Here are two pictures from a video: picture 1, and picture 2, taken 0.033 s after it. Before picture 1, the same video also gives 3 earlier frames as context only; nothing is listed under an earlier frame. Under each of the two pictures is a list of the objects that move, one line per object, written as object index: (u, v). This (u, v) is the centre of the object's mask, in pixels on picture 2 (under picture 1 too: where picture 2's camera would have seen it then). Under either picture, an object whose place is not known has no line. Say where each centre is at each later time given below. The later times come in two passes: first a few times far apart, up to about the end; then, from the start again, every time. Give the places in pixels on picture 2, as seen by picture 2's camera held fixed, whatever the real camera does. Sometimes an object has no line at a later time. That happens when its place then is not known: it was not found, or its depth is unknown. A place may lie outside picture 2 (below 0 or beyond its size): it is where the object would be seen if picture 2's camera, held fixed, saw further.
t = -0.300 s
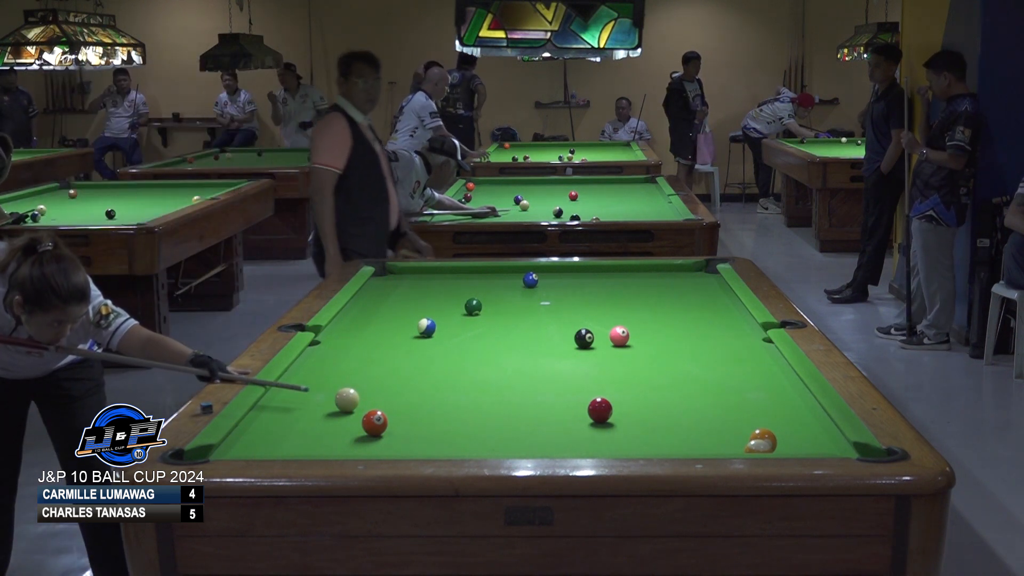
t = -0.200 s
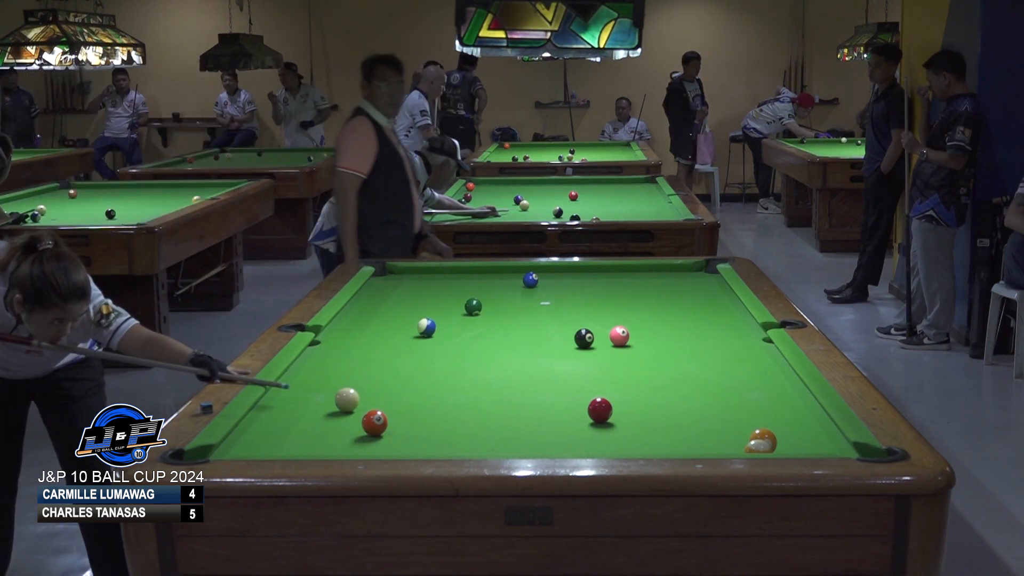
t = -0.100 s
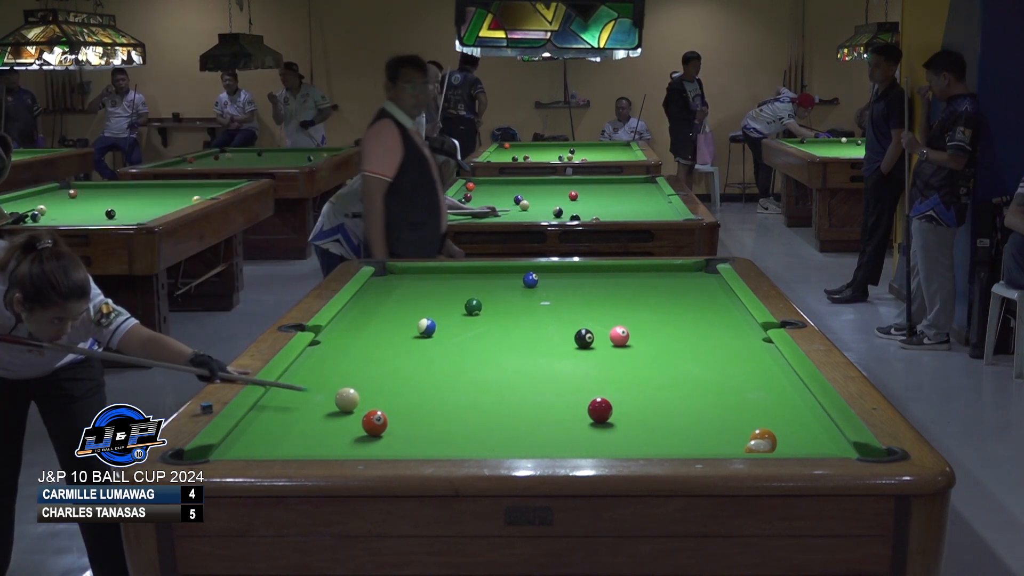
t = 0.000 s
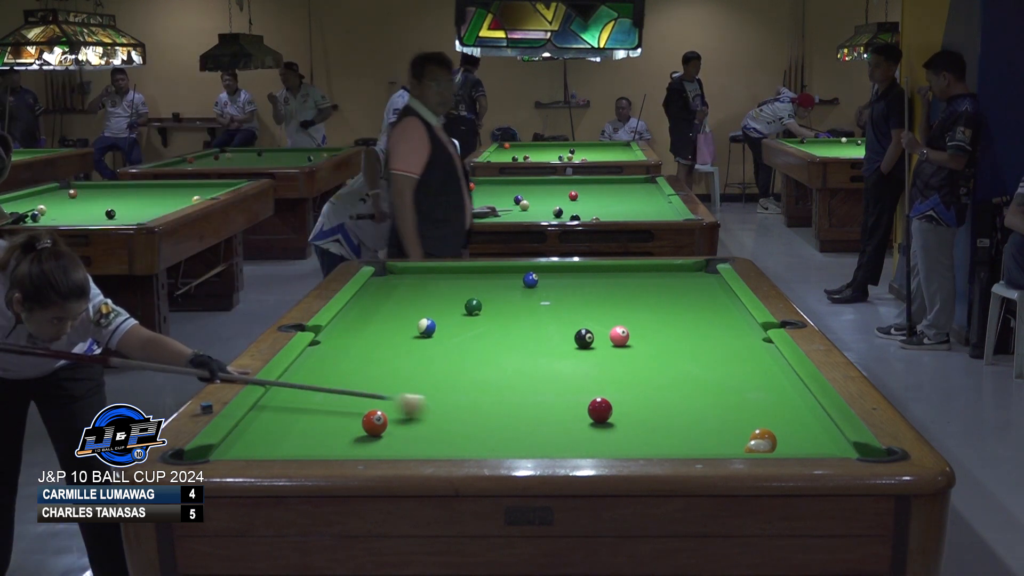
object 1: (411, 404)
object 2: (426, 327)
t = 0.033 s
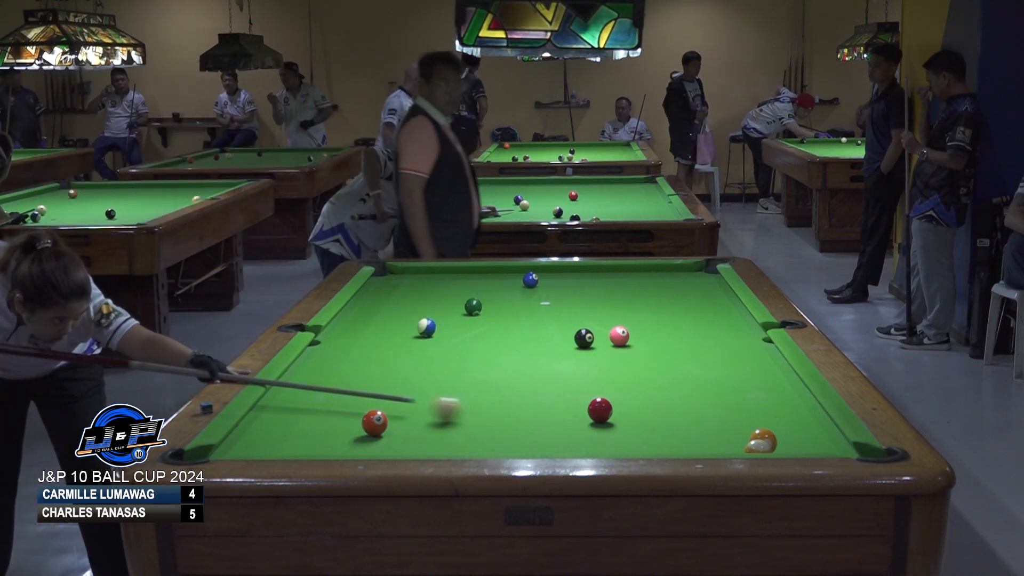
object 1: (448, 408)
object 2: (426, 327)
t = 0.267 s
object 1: (700, 433)
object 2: (426, 327)
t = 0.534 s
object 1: (807, 427)
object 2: (426, 327)
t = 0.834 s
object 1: (764, 413)
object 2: (427, 327)
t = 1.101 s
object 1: (712, 400)
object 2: (426, 327)
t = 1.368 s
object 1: (666, 389)
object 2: (426, 327)
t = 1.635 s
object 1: (626, 379)
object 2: (426, 327)
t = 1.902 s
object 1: (589, 370)
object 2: (426, 327)
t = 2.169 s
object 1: (557, 362)
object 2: (426, 327)
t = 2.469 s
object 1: (524, 353)
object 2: (426, 327)
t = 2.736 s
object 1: (498, 347)
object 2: (426, 327)
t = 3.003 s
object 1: (474, 341)
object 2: (426, 327)
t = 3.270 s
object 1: (453, 336)
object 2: (426, 327)
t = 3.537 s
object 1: (434, 331)
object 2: (423, 325)
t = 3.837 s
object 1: (421, 331)
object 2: (423, 319)
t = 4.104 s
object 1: (412, 330)
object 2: (419, 319)
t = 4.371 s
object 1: (404, 330)
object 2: (415, 318)
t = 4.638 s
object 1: (398, 330)
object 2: (411, 317)
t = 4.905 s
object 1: (394, 330)
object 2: (408, 316)
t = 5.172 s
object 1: (392, 330)
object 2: (406, 315)
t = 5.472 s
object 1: (392, 330)
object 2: (404, 313)
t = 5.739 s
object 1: (392, 330)
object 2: (403, 312)
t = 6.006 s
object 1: (392, 330)
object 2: (402, 312)
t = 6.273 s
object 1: (392, 330)
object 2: (400, 311)
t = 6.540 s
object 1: (392, 330)
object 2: (400, 310)
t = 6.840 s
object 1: (392, 330)
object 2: (400, 310)
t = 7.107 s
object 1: (392, 330)
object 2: (400, 310)
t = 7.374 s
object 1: (392, 330)
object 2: (399, 312)
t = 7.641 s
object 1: (392, 330)
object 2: (399, 312)
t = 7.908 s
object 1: (392, 330)
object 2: (399, 312)
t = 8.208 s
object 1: (392, 330)
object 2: (399, 312)
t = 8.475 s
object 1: (392, 330)
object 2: (399, 312)
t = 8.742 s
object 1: (392, 330)
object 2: (399, 312)
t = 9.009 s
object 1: (392, 330)
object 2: (399, 312)
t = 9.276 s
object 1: (392, 330)
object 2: (399, 312)
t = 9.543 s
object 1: (392, 330)
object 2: (399, 312)
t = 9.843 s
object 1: (392, 330)
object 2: (399, 312)
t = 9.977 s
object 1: (392, 330)
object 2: (399, 312)
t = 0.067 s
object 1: (483, 411)
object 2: (426, 327)
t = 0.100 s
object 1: (518, 415)
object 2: (426, 327)
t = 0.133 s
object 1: (552, 419)
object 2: (426, 327)
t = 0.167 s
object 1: (589, 422)
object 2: (426, 327)
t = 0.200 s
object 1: (625, 426)
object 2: (426, 327)
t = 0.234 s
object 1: (662, 429)
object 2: (426, 327)
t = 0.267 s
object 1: (700, 433)
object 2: (426, 327)
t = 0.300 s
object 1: (737, 437)
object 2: (426, 327)
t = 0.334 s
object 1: (744, 434)
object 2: (426, 327)
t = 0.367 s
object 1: (752, 431)
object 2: (426, 327)
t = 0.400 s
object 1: (762, 430)
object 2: (426, 327)
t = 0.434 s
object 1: (771, 430)
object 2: (426, 327)
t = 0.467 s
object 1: (782, 429)
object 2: (426, 327)
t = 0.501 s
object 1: (794, 428)
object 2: (426, 327)
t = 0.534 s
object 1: (807, 427)
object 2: (426, 327)
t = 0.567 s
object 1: (820, 427)
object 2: (427, 327)
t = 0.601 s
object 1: (818, 425)
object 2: (427, 327)
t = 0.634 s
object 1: (807, 423)
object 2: (427, 327)
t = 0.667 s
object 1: (799, 421)
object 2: (427, 327)
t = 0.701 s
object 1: (791, 420)
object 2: (427, 327)
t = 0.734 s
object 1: (784, 418)
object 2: (427, 327)
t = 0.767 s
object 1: (777, 416)
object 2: (427, 327)
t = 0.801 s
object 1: (770, 414)
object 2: (427, 327)
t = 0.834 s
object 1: (764, 413)
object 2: (427, 327)
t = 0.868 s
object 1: (757, 411)
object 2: (427, 327)
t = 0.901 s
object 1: (750, 410)
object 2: (427, 327)
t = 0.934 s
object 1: (743, 408)
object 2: (427, 327)
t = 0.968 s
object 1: (737, 406)
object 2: (427, 327)
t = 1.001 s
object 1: (730, 405)
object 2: (426, 327)
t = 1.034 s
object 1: (724, 403)
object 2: (426, 327)
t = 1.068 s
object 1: (718, 401)
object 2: (426, 327)
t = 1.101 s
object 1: (712, 400)
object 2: (426, 327)
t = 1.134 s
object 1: (706, 399)
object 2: (426, 327)
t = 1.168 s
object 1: (700, 397)
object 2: (426, 327)
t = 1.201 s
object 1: (694, 396)
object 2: (426, 327)
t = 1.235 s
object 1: (689, 394)
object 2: (426, 327)
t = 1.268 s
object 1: (683, 393)
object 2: (426, 327)
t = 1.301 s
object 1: (677, 392)
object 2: (426, 327)
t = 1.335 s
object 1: (672, 390)
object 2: (426, 327)
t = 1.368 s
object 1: (666, 389)
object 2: (426, 327)
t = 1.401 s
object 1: (661, 388)
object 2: (426, 327)
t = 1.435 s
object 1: (656, 386)
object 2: (426, 327)
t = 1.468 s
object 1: (651, 385)
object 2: (426, 327)
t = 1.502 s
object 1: (645, 384)
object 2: (426, 327)
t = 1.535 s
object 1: (640, 382)
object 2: (426, 327)
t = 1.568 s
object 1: (636, 381)
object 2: (426, 327)
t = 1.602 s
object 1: (631, 380)
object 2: (426, 327)
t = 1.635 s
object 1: (626, 379)
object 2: (426, 327)
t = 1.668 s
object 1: (621, 378)
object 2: (426, 327)
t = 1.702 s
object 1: (616, 377)
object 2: (426, 327)
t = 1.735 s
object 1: (612, 375)
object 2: (426, 327)
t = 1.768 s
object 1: (607, 374)
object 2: (426, 327)
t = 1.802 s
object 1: (602, 373)
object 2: (426, 327)
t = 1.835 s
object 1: (598, 372)
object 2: (426, 327)
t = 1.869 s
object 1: (594, 371)
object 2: (426, 327)
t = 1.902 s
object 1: (589, 370)
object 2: (426, 327)
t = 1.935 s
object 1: (585, 369)
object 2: (426, 327)
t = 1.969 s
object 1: (581, 368)
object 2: (426, 327)
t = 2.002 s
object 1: (576, 367)
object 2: (426, 327)
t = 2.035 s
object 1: (572, 366)
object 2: (426, 327)
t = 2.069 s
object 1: (568, 364)
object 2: (426, 327)
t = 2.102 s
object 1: (564, 364)
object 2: (426, 327)
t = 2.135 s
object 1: (560, 362)
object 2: (426, 327)
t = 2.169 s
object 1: (557, 362)
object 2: (426, 327)
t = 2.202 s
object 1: (553, 361)
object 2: (426, 327)
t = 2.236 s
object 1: (549, 360)
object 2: (426, 327)
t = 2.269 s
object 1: (545, 359)
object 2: (426, 327)
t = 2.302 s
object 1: (541, 358)
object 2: (426, 327)
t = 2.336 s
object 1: (538, 357)
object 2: (426, 327)
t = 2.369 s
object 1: (534, 356)
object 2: (426, 327)
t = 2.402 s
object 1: (531, 355)
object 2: (426, 327)
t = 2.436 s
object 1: (527, 355)
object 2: (426, 327)
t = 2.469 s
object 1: (524, 353)
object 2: (426, 327)
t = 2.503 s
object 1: (520, 353)
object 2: (426, 327)
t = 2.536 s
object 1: (517, 352)
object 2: (426, 327)
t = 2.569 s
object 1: (514, 351)
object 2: (426, 327)
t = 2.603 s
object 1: (510, 350)
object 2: (426, 327)
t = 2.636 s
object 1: (507, 349)
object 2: (426, 327)
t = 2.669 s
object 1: (504, 349)
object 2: (426, 327)
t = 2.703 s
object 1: (501, 348)
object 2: (426, 327)
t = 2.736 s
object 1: (498, 347)
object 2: (426, 327)
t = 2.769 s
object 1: (495, 346)
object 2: (426, 327)
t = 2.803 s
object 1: (492, 345)
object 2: (426, 327)
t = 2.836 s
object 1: (489, 345)
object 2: (426, 327)
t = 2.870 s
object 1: (486, 344)
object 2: (426, 327)
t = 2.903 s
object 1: (483, 343)
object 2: (426, 327)
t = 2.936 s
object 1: (480, 342)
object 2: (426, 327)
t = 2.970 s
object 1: (477, 342)
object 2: (426, 327)
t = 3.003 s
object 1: (474, 341)
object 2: (426, 327)
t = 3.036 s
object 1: (471, 341)
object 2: (426, 327)
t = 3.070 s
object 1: (469, 340)
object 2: (426, 327)
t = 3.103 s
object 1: (466, 339)
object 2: (426, 327)
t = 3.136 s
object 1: (463, 338)
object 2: (426, 327)
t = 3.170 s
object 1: (461, 338)
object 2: (426, 327)
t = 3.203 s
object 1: (458, 337)
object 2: (426, 327)
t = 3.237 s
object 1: (455, 336)
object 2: (426, 327)
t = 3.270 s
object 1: (453, 336)
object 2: (426, 327)
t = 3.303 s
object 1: (450, 335)
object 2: (426, 327)
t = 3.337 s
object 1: (448, 334)
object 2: (426, 327)
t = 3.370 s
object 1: (446, 334)
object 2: (426, 327)
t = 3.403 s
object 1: (443, 333)
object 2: (426, 327)
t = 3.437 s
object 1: (441, 333)
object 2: (425, 327)
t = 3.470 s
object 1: (438, 332)
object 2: (425, 327)
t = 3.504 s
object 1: (436, 332)
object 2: (424, 326)
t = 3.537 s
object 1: (434, 331)
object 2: (423, 325)
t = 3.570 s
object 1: (432, 331)
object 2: (423, 324)
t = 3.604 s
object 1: (431, 331)
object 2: (423, 324)
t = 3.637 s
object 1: (429, 331)
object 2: (422, 322)
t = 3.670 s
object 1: (427, 331)
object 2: (422, 321)
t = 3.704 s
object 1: (426, 331)
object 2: (422, 321)
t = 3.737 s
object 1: (425, 331)
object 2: (422, 320)
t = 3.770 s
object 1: (424, 331)
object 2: (423, 319)
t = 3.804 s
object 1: (422, 330)
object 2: (422, 319)
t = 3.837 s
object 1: (421, 331)
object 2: (423, 319)
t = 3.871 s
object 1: (419, 331)
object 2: (422, 319)
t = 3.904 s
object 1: (418, 330)
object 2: (422, 319)
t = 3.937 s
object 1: (417, 330)
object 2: (422, 319)
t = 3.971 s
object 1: (416, 330)
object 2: (421, 319)
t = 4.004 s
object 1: (415, 330)
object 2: (421, 319)
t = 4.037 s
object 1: (414, 330)
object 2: (420, 319)
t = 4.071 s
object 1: (413, 330)
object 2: (420, 319)
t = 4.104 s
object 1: (412, 330)
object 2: (419, 319)
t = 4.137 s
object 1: (411, 330)
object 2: (419, 319)
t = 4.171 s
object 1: (410, 330)
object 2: (418, 319)
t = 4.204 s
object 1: (409, 330)
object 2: (418, 319)
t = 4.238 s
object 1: (408, 330)
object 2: (417, 319)
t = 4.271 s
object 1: (407, 330)
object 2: (417, 319)
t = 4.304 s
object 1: (406, 330)
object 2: (416, 319)
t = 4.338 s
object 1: (405, 330)
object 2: (415, 318)
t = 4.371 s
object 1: (404, 330)
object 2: (415, 318)
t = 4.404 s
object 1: (403, 330)
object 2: (414, 318)
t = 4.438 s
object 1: (403, 330)
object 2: (414, 318)
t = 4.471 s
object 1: (402, 330)
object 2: (413, 318)
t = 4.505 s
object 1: (401, 330)
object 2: (413, 318)
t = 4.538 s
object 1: (400, 330)
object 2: (412, 317)
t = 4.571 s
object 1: (400, 330)
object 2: (412, 317)
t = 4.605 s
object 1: (399, 330)
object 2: (411, 317)
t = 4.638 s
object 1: (398, 330)
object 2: (411, 317)
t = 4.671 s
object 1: (398, 330)
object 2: (411, 317)
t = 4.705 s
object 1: (397, 330)
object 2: (410, 316)
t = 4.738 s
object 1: (397, 330)
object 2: (410, 316)
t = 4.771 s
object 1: (396, 330)
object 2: (409, 316)
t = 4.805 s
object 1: (396, 330)
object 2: (409, 316)
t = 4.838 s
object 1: (395, 330)
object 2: (409, 316)
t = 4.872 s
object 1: (395, 330)
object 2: (408, 316)
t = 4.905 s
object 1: (394, 330)
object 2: (408, 316)
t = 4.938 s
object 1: (394, 330)
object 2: (408, 316)
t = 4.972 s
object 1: (394, 331)
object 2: (408, 314)
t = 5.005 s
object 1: (393, 330)
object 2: (407, 315)
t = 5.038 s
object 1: (393, 330)
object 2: (407, 315)
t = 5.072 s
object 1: (393, 330)
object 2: (407, 315)
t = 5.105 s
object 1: (392, 330)
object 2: (406, 315)
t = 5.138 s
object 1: (392, 330)
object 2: (406, 315)
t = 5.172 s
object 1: (392, 330)
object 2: (406, 315)
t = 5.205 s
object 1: (392, 330)
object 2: (406, 315)
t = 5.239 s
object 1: (392, 330)
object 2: (405, 314)
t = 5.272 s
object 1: (392, 330)
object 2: (405, 314)
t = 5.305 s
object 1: (392, 330)
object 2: (405, 314)
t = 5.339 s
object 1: (392, 330)
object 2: (405, 314)
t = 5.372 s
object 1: (392, 331)
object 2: (405, 314)
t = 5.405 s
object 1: (392, 330)
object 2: (405, 314)
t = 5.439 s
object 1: (392, 330)
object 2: (405, 313)
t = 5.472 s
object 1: (392, 330)
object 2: (404, 313)
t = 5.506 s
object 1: (392, 330)
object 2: (404, 313)
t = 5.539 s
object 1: (392, 330)
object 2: (404, 313)
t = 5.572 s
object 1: (392, 330)
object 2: (404, 313)
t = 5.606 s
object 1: (392, 330)
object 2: (403, 313)
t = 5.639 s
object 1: (392, 330)
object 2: (403, 313)
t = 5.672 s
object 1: (392, 330)
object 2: (403, 312)
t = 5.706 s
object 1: (392, 330)
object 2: (403, 313)
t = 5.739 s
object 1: (392, 330)
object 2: (403, 312)
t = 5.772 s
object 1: (392, 330)
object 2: (403, 312)
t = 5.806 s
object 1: (392, 330)
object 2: (403, 312)
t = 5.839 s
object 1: (392, 330)
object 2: (402, 312)
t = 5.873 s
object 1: (392, 330)
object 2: (402, 312)
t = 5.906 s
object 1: (392, 330)
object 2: (402, 312)
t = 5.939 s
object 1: (392, 330)
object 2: (402, 312)
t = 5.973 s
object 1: (392, 330)
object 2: (402, 312)
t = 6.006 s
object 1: (392, 330)
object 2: (402, 312)
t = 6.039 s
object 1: (392, 330)
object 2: (401, 312)
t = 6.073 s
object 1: (392, 330)
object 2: (401, 311)
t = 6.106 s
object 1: (392, 330)
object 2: (401, 311)
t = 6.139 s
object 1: (392, 330)
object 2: (401, 311)
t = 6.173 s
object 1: (392, 330)
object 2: (401, 311)
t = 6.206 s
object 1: (392, 330)
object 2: (401, 311)
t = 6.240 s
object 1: (392, 330)
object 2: (401, 311)
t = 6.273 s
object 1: (392, 330)
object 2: (400, 311)
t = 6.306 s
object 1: (392, 330)
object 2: (400, 311)
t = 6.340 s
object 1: (392, 330)
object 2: (400, 311)
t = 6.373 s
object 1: (392, 330)
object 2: (400, 312)
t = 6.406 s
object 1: (392, 330)
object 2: (400, 311)
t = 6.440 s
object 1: (392, 330)
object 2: (400, 311)
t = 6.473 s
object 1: (392, 330)
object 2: (400, 311)
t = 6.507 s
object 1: (392, 330)
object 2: (400, 311)
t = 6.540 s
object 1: (392, 330)
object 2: (400, 310)
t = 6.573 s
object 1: (392, 330)
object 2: (400, 310)
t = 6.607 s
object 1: (392, 330)
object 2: (400, 310)
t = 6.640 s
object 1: (392, 330)
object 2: (401, 313)
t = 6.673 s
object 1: (392, 331)
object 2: (399, 309)
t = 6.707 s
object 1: (392, 331)
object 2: (399, 309)
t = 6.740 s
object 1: (392, 330)
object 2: (401, 312)
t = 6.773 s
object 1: (392, 330)
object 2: (400, 310)
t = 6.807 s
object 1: (392, 330)
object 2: (400, 310)
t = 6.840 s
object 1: (392, 330)
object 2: (400, 310)
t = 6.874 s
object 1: (392, 330)
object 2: (400, 310)
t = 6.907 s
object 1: (392, 330)
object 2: (400, 310)
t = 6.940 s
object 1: (392, 330)
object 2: (400, 310)
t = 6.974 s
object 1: (392, 330)
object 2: (400, 310)
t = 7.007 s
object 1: (392, 330)
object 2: (400, 310)
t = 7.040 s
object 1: (392, 330)
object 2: (400, 310)
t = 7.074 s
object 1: (392, 330)
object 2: (400, 310)
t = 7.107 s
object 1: (392, 330)
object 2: (400, 310)
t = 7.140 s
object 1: (392, 330)
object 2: (400, 310)
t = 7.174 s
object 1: (392, 330)
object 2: (400, 310)
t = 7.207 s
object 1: (392, 330)
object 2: (400, 310)
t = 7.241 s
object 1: (392, 330)
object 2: (400, 310)
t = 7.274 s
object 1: (392, 330)
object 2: (399, 312)
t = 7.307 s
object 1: (392, 330)
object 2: (399, 312)
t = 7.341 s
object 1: (392, 330)
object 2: (399, 312)
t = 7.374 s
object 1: (392, 330)
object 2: (399, 312)
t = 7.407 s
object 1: (392, 330)
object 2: (399, 312)
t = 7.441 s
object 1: (392, 330)
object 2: (399, 312)
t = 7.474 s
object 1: (392, 330)
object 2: (399, 312)
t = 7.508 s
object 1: (392, 330)
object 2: (399, 312)
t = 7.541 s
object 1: (392, 330)
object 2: (399, 312)
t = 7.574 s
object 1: (392, 330)
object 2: (399, 312)
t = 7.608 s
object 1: (392, 330)
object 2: (399, 312)
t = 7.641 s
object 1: (392, 330)
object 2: (399, 312)
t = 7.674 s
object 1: (392, 330)
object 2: (399, 312)
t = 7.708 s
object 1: (392, 330)
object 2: (399, 312)
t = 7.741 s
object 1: (392, 330)
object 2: (399, 312)
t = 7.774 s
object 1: (392, 330)
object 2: (399, 312)
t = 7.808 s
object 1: (392, 330)
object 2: (399, 312)
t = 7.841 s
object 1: (392, 330)
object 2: (399, 312)
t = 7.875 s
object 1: (392, 330)
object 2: (399, 312)
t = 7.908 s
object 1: (392, 330)
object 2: (399, 312)
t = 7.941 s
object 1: (392, 330)
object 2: (399, 312)
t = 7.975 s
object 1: (392, 330)
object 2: (399, 312)
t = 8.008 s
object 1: (392, 330)
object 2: (399, 312)
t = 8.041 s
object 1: (392, 330)
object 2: (399, 312)
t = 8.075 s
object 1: (392, 330)
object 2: (399, 312)
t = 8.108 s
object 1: (392, 330)
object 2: (399, 312)
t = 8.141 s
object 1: (392, 330)
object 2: (399, 312)
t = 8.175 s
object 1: (392, 330)
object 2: (399, 312)
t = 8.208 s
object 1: (392, 330)
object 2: (399, 312)
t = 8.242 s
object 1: (392, 330)
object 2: (399, 312)
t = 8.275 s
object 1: (392, 330)
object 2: (399, 312)
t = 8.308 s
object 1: (392, 330)
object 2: (399, 312)
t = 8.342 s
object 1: (392, 330)
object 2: (399, 312)
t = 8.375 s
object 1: (392, 330)
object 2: (399, 312)
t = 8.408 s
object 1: (392, 330)
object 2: (399, 312)
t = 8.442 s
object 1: (392, 330)
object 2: (399, 312)
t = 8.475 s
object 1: (392, 330)
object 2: (399, 312)
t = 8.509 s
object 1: (392, 330)
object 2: (399, 312)
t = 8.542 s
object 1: (392, 330)
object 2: (399, 312)
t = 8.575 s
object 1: (392, 330)
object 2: (399, 312)
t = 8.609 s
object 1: (392, 330)
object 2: (399, 312)
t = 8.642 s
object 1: (392, 330)
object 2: (399, 312)
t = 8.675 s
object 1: (392, 330)
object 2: (399, 312)
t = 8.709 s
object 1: (392, 330)
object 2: (399, 312)
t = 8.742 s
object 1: (392, 330)
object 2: (399, 312)
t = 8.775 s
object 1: (392, 330)
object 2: (399, 312)
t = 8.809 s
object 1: (392, 330)
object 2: (399, 312)
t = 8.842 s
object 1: (392, 330)
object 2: (399, 312)
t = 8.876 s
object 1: (392, 330)
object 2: (399, 312)
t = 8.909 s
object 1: (392, 330)
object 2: (399, 312)
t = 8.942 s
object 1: (392, 330)
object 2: (399, 312)
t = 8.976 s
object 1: (392, 330)
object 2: (399, 312)
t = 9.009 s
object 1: (392, 330)
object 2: (399, 312)
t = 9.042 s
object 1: (392, 330)
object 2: (399, 312)
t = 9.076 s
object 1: (392, 330)
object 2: (399, 312)
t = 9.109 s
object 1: (392, 330)
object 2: (399, 312)
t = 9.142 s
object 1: (392, 330)
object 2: (399, 312)
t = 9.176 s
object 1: (392, 330)
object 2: (399, 312)
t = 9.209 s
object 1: (392, 330)
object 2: (399, 312)
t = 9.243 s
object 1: (392, 330)
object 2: (399, 312)
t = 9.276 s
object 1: (392, 330)
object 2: (399, 312)
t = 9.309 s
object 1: (392, 330)
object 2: (399, 312)
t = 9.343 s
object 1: (392, 330)
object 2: (399, 312)
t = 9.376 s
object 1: (392, 330)
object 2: (399, 312)
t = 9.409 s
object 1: (392, 330)
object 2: (399, 312)
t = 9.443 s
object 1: (392, 330)
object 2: (399, 312)
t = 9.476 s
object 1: (392, 330)
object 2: (399, 312)
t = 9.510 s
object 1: (392, 330)
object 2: (399, 312)
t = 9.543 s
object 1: (392, 330)
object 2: (399, 312)
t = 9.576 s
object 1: (392, 330)
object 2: (399, 312)
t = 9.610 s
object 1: (392, 330)
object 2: (399, 312)
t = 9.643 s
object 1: (392, 330)
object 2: (399, 312)
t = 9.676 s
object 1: (392, 330)
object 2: (399, 312)
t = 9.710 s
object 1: (392, 330)
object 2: (399, 312)
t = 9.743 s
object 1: (392, 330)
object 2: (399, 312)
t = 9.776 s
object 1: (392, 330)
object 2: (399, 312)
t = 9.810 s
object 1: (392, 330)
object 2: (399, 312)
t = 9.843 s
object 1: (392, 330)
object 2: (399, 312)
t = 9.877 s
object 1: (392, 330)
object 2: (399, 312)
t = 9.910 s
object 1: (392, 330)
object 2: (399, 312)
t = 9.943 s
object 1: (392, 330)
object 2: (399, 312)
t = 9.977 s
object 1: (392, 330)
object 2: (399, 312)
